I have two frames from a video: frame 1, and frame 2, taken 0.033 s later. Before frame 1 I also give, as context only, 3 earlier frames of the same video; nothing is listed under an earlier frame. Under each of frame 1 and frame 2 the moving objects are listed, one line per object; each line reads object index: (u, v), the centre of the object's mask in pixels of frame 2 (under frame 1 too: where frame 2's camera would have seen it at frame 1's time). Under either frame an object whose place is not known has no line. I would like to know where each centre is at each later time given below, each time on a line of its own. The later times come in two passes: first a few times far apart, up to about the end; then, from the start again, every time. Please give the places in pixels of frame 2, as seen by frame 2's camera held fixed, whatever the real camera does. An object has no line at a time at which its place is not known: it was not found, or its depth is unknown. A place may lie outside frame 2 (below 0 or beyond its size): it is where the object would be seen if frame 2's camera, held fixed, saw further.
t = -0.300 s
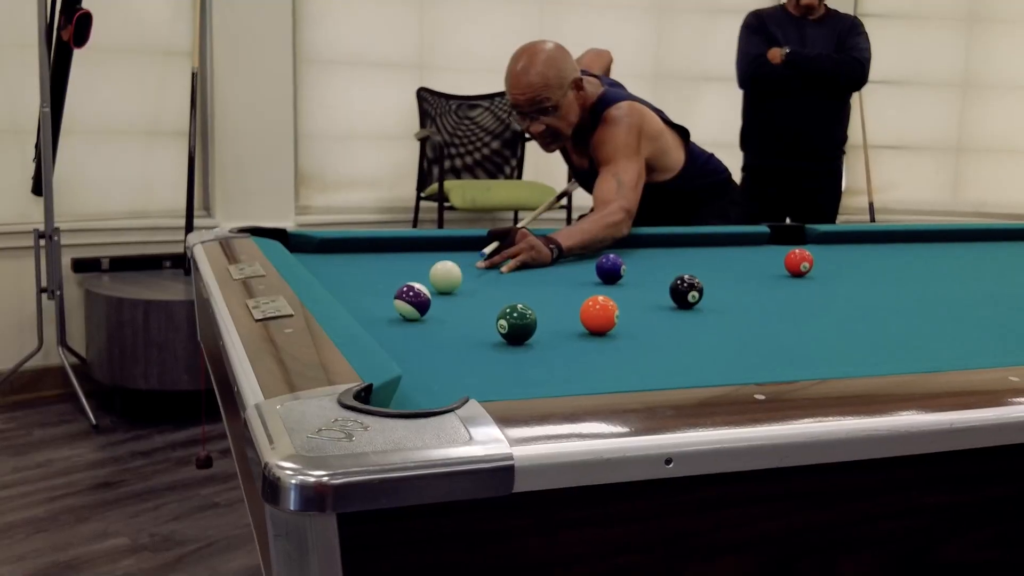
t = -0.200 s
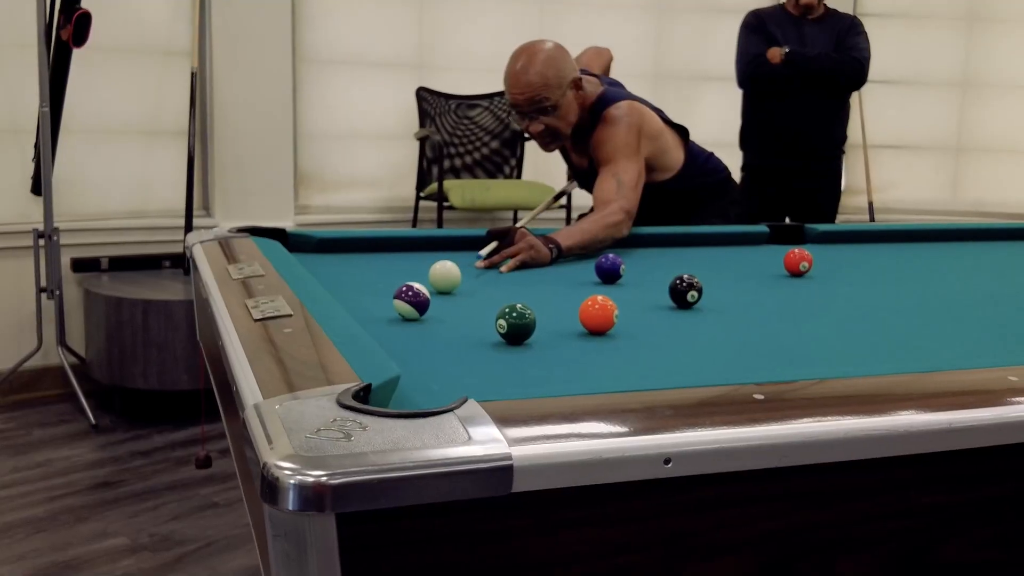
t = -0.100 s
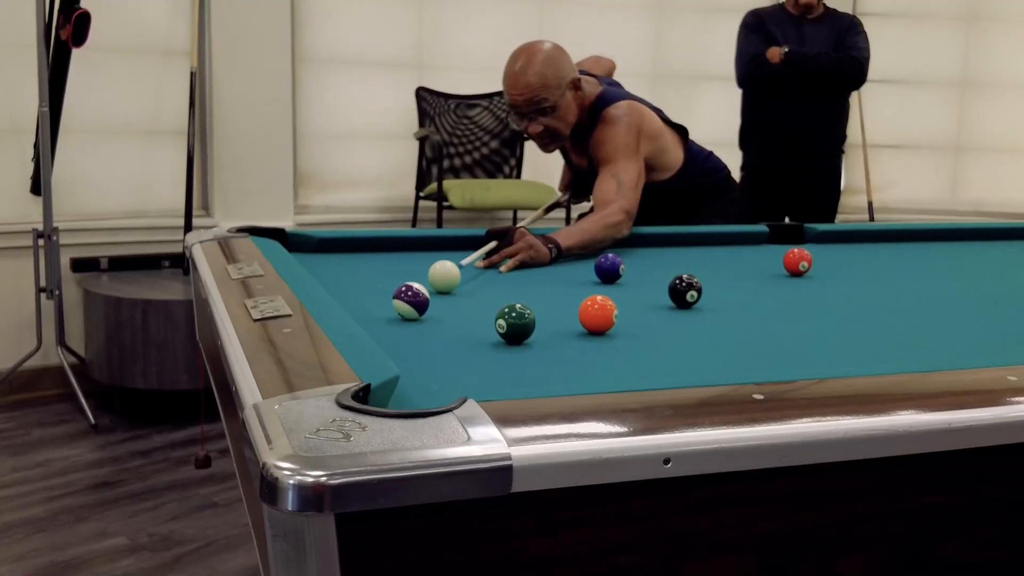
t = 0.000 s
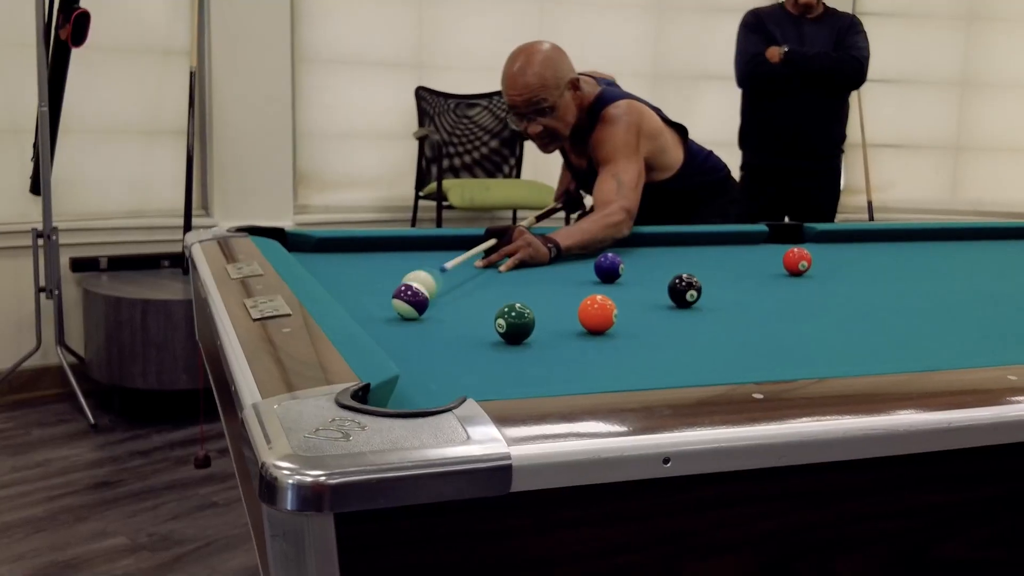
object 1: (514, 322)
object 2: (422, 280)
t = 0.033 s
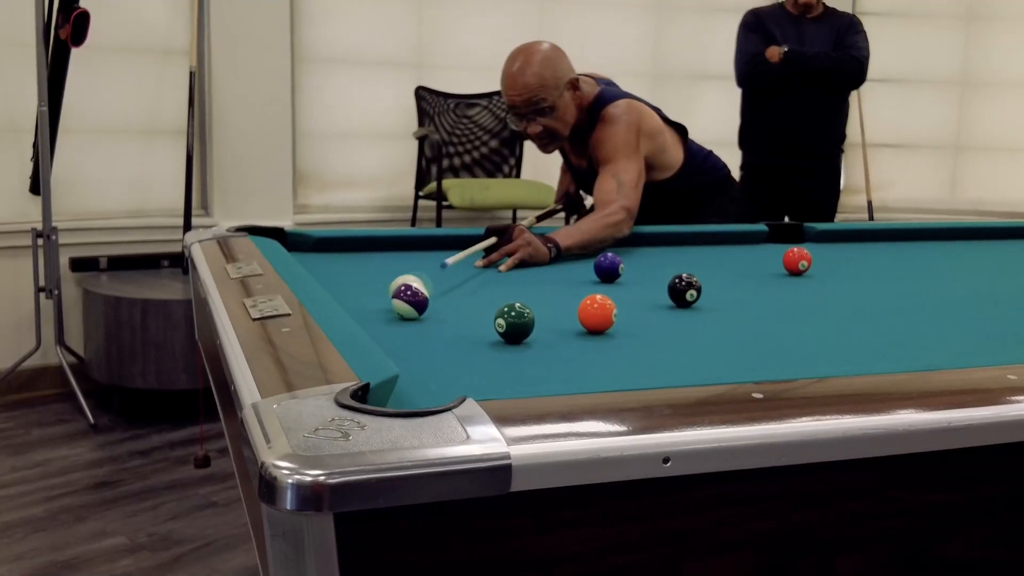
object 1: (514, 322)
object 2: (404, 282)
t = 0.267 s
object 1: (514, 322)
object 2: (358, 300)
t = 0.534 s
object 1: (514, 322)
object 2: (430, 313)
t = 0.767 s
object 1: (534, 323)
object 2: (476, 323)
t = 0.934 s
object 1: (566, 325)
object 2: (487, 329)
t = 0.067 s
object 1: (514, 322)
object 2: (391, 289)
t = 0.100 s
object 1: (514, 322)
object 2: (383, 293)
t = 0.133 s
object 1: (514, 322)
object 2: (372, 295)
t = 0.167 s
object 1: (514, 322)
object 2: (360, 296)
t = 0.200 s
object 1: (514, 322)
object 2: (349, 296)
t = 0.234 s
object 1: (514, 322)
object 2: (350, 297)
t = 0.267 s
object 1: (514, 322)
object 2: (358, 300)
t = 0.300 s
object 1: (514, 322)
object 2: (366, 302)
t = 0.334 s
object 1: (514, 322)
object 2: (375, 304)
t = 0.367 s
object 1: (514, 322)
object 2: (384, 305)
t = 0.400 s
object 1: (514, 322)
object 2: (393, 307)
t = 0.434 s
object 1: (514, 322)
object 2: (402, 308)
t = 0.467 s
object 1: (514, 322)
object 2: (412, 309)
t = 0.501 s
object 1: (514, 322)
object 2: (421, 311)
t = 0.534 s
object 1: (514, 322)
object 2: (430, 313)
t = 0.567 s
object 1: (514, 322)
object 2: (440, 314)
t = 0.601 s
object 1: (514, 322)
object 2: (449, 316)
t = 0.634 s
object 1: (514, 322)
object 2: (459, 318)
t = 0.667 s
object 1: (514, 322)
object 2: (469, 319)
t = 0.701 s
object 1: (520, 322)
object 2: (473, 321)
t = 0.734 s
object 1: (527, 323)
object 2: (474, 322)
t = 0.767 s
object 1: (534, 323)
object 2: (476, 323)
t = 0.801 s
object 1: (541, 324)
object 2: (479, 324)
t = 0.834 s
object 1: (548, 324)
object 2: (481, 326)
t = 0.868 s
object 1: (554, 325)
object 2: (483, 327)
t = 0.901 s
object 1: (560, 325)
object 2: (485, 328)
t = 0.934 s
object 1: (566, 325)
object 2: (487, 329)
